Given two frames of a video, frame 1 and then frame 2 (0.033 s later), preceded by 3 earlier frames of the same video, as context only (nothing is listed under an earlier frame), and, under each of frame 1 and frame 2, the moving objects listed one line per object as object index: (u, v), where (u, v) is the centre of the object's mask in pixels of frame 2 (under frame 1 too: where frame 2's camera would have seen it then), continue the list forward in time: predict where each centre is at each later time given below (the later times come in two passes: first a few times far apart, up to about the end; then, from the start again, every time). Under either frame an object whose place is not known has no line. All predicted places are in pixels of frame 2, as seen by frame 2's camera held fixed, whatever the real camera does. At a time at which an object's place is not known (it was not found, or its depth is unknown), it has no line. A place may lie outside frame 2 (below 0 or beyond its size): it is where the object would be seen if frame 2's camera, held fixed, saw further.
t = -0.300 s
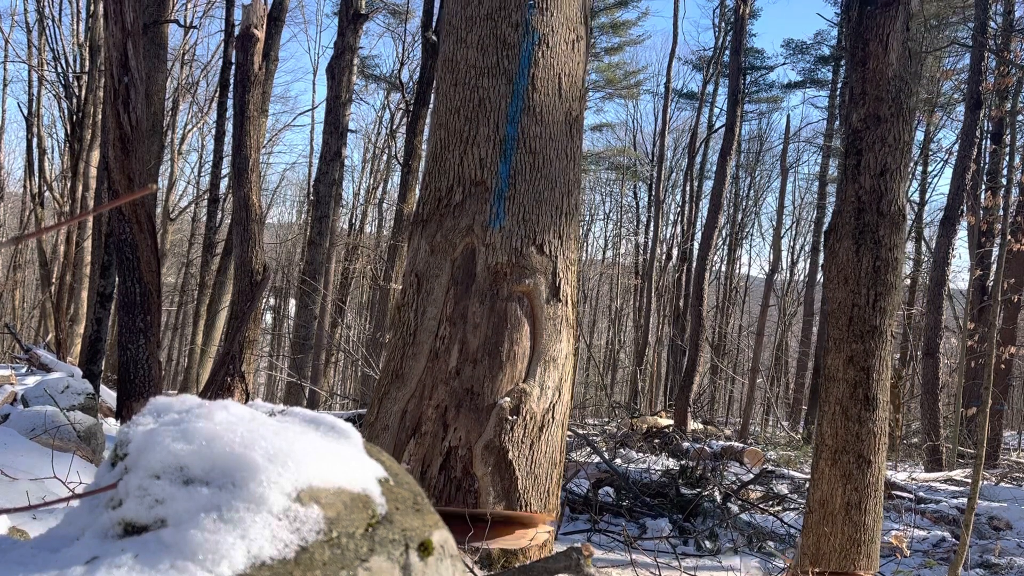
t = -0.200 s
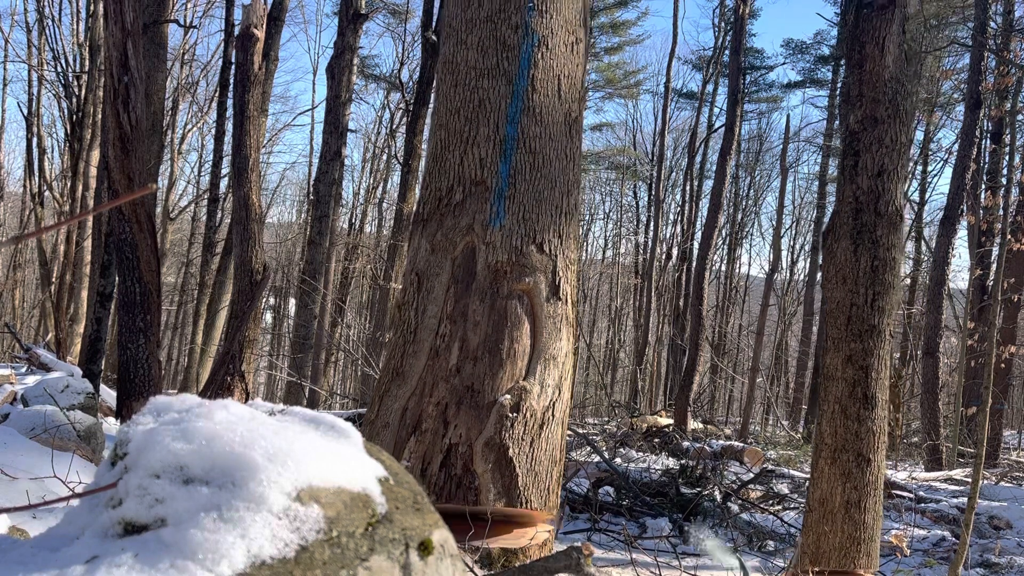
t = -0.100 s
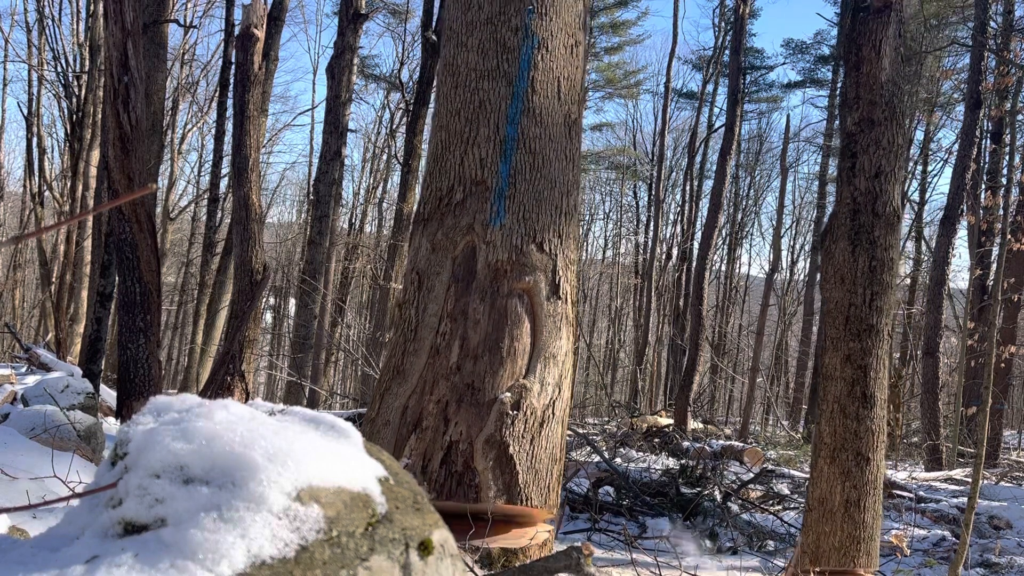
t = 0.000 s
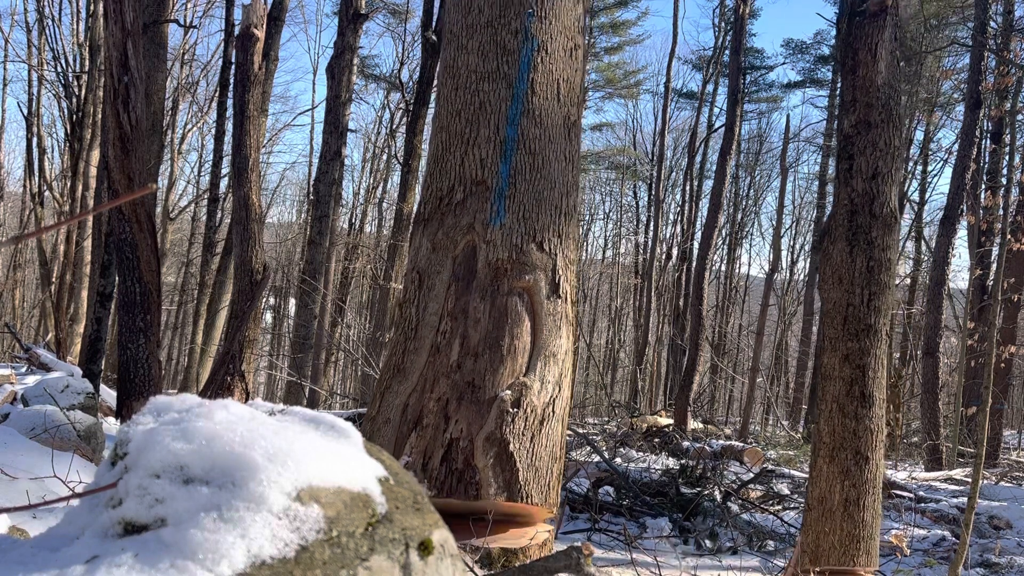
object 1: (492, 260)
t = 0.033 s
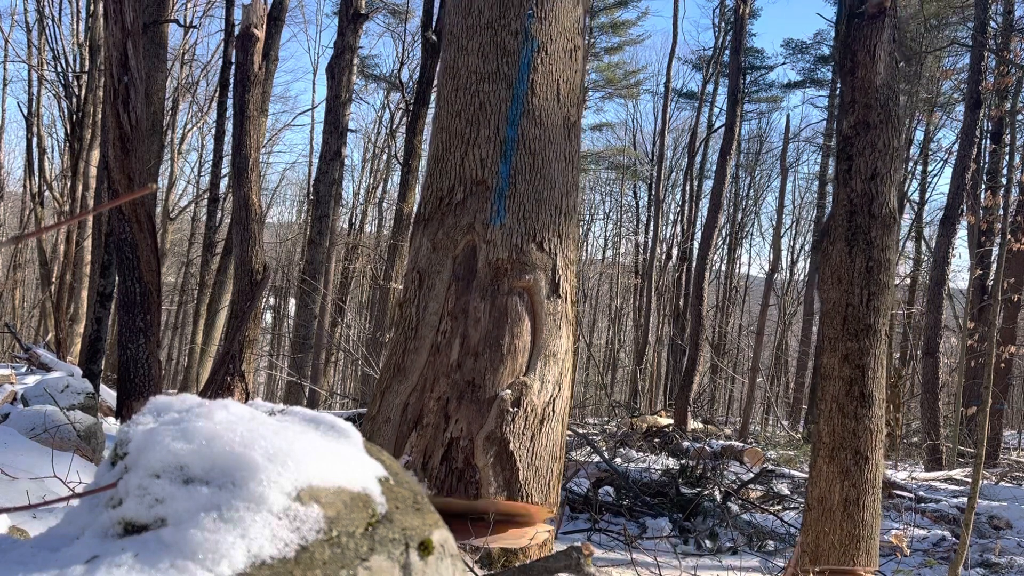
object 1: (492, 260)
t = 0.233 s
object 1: (492, 258)
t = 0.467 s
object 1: (493, 256)
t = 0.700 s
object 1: (493, 254)
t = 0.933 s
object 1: (494, 250)
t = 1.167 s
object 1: (494, 246)
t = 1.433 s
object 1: (498, 240)
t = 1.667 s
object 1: (503, 233)
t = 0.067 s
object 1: (492, 260)
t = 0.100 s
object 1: (493, 259)
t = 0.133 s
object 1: (492, 259)
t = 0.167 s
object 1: (492, 259)
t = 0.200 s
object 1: (492, 259)
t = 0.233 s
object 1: (492, 258)
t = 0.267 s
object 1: (493, 258)
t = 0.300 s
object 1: (492, 258)
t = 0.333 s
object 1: (493, 257)
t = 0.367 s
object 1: (493, 257)
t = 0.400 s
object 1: (493, 257)
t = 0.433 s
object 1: (493, 257)
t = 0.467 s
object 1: (493, 256)
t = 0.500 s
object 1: (493, 256)
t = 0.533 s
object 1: (493, 256)
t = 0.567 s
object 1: (493, 255)
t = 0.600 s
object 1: (493, 255)
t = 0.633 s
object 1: (493, 255)
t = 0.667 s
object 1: (493, 254)
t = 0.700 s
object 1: (493, 254)
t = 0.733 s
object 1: (494, 253)
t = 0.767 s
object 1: (494, 252)
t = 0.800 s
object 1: (494, 252)
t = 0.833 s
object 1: (494, 251)
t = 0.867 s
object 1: (494, 251)
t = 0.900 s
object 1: (493, 251)
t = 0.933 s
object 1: (494, 250)
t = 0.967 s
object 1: (494, 250)
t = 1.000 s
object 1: (494, 249)
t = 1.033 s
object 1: (494, 248)
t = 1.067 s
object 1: (494, 248)
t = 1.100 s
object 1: (494, 247)
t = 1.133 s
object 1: (494, 247)
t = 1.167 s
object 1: (494, 246)
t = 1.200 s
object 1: (495, 246)
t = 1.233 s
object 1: (495, 245)
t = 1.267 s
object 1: (495, 244)
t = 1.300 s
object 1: (495, 244)
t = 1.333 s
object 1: (496, 243)
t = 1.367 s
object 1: (496, 242)
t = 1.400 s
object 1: (497, 241)
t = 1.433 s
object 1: (498, 240)
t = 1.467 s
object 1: (499, 239)
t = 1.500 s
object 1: (499, 238)
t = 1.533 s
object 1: (500, 237)
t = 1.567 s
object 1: (501, 236)
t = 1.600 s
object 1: (502, 235)
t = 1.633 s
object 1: (502, 234)
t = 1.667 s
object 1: (503, 233)
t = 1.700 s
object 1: (504, 232)
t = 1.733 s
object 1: (505, 231)
